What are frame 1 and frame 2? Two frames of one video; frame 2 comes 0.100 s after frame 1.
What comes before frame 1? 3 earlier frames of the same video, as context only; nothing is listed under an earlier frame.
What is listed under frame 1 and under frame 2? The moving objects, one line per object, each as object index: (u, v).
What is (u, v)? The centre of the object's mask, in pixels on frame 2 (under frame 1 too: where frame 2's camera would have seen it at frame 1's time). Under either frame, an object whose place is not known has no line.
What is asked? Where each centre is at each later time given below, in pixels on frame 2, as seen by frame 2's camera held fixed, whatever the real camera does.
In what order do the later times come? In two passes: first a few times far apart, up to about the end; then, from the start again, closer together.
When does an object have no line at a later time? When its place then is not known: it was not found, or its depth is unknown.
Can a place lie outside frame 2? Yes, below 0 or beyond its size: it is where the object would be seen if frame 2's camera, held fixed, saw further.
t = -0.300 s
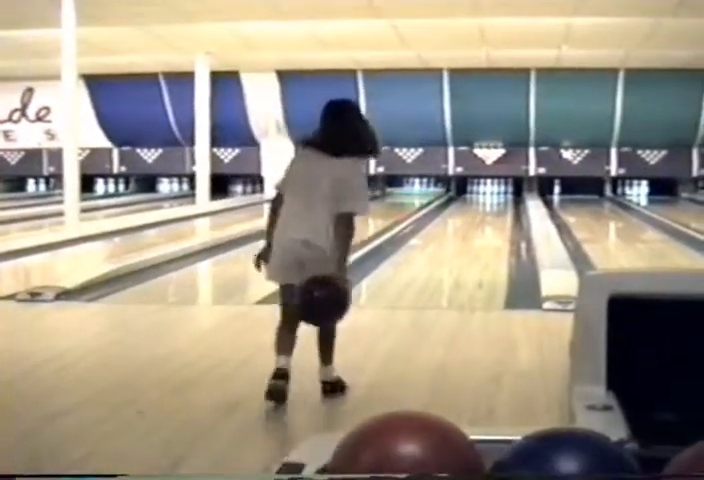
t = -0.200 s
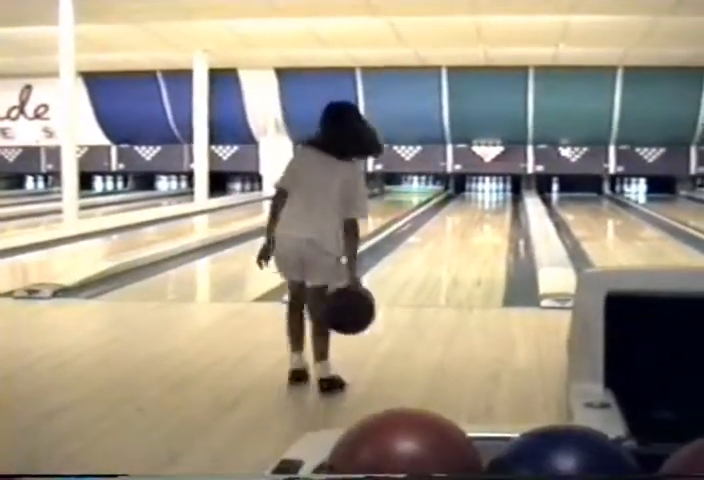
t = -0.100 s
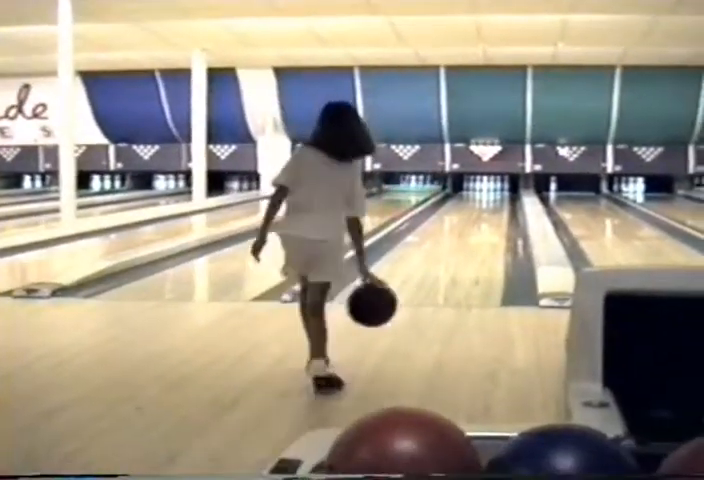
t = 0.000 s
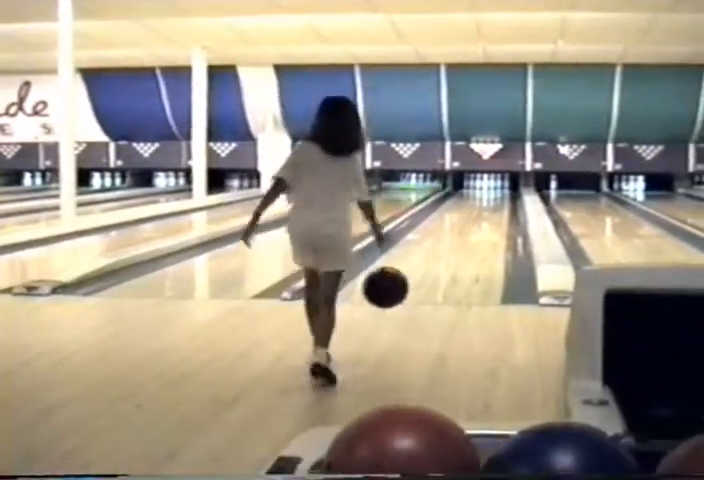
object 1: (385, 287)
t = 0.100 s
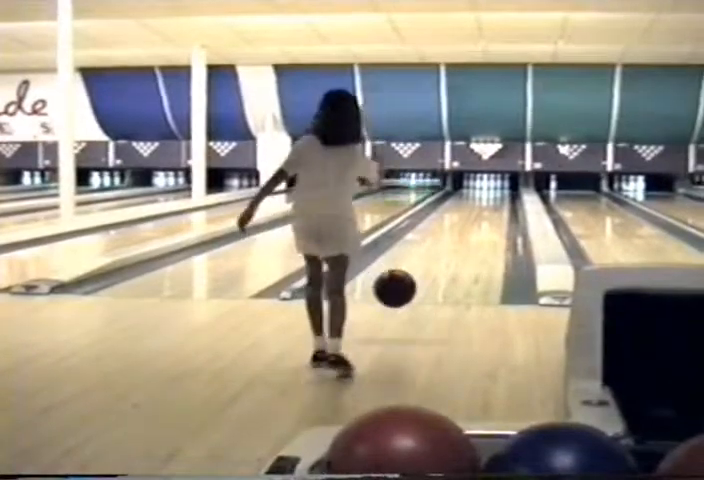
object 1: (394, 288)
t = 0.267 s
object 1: (407, 296)
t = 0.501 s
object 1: (420, 281)
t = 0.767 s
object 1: (429, 264)
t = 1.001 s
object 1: (435, 252)
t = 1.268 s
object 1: (442, 241)
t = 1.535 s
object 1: (448, 232)
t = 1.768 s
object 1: (451, 226)
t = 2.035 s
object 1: (453, 221)
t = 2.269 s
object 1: (454, 217)
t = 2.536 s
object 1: (454, 212)
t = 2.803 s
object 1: (453, 210)
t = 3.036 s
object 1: (452, 207)
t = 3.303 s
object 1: (452, 205)
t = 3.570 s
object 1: (451, 202)
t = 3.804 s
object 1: (450, 201)
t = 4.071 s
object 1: (450, 198)
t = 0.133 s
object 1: (398, 292)
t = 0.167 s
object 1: (400, 298)
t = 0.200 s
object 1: (402, 305)
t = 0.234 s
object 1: (405, 301)
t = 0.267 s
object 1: (407, 296)
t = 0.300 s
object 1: (409, 294)
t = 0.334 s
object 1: (411, 293)
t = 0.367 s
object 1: (413, 291)
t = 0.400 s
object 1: (415, 288)
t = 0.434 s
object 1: (417, 286)
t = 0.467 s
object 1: (418, 283)
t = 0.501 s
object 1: (420, 281)
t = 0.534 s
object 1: (421, 278)
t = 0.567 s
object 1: (423, 276)
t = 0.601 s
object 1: (424, 273)
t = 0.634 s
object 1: (425, 271)
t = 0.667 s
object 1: (426, 269)
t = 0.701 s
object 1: (427, 267)
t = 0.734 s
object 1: (429, 265)
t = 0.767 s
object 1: (429, 264)
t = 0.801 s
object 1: (430, 262)
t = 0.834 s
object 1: (431, 260)
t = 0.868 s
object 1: (432, 258)
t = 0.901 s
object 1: (433, 256)
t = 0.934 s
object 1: (434, 255)
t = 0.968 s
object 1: (435, 253)
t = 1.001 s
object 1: (435, 252)
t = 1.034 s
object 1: (437, 250)
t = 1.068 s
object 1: (437, 249)
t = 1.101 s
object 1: (438, 247)
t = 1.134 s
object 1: (439, 246)
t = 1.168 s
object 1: (440, 245)
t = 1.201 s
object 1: (440, 243)
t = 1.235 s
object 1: (441, 242)
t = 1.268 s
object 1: (442, 241)
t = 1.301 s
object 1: (443, 240)
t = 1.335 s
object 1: (444, 239)
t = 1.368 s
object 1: (444, 237)
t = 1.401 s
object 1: (445, 237)
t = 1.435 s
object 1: (445, 235)
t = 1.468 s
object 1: (446, 234)
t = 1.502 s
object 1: (447, 233)
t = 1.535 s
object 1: (448, 232)
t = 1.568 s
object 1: (448, 231)
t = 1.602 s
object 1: (449, 230)
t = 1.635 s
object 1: (449, 230)
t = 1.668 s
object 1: (449, 229)
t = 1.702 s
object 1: (450, 228)
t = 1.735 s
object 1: (451, 227)
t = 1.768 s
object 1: (451, 226)
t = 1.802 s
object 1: (452, 226)
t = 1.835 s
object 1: (451, 225)
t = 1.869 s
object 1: (452, 224)
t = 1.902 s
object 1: (452, 224)
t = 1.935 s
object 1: (452, 223)
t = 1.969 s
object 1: (453, 222)
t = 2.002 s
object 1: (453, 222)
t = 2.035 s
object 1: (453, 221)
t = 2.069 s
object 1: (454, 221)
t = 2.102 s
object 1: (454, 221)
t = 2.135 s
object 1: (454, 219)
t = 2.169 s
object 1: (454, 219)
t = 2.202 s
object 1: (453, 218)
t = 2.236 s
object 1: (454, 218)
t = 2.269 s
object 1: (454, 217)
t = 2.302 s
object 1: (454, 216)
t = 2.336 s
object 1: (455, 216)
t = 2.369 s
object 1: (454, 216)
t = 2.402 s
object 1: (454, 215)
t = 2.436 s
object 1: (454, 214)
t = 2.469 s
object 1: (454, 213)
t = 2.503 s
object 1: (454, 213)
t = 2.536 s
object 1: (454, 212)
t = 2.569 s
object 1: (453, 212)
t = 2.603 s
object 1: (453, 212)
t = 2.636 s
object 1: (453, 211)
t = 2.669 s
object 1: (453, 211)
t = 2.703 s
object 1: (453, 211)
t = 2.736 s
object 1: (453, 210)
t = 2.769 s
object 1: (453, 210)
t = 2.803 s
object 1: (453, 210)
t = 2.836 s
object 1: (452, 209)
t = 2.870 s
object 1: (452, 209)
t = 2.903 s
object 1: (452, 209)
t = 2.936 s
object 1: (453, 209)
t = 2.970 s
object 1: (452, 208)
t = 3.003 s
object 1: (453, 208)
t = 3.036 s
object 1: (452, 207)
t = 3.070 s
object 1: (453, 206)
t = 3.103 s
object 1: (453, 206)
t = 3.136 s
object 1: (453, 206)
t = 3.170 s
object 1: (453, 205)
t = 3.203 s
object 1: (453, 205)
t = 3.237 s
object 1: (452, 205)
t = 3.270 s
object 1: (452, 205)
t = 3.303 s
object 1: (452, 205)
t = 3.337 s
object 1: (453, 205)
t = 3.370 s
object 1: (452, 205)
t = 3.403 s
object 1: (452, 204)
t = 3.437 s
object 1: (452, 204)
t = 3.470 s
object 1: (452, 203)
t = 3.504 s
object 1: (451, 203)
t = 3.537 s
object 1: (451, 203)
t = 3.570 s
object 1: (451, 202)
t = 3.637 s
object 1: (451, 202)
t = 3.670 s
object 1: (451, 202)
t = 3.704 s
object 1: (450, 201)
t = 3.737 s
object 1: (450, 201)
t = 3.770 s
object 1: (450, 201)
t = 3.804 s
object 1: (450, 201)
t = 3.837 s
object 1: (450, 200)
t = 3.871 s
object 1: (450, 200)
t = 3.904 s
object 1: (450, 200)
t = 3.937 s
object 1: (450, 200)
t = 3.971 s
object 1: (450, 200)
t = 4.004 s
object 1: (450, 199)
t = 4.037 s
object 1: (450, 199)
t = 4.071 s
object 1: (450, 198)
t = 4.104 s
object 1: (449, 198)
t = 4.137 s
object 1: (448, 198)
